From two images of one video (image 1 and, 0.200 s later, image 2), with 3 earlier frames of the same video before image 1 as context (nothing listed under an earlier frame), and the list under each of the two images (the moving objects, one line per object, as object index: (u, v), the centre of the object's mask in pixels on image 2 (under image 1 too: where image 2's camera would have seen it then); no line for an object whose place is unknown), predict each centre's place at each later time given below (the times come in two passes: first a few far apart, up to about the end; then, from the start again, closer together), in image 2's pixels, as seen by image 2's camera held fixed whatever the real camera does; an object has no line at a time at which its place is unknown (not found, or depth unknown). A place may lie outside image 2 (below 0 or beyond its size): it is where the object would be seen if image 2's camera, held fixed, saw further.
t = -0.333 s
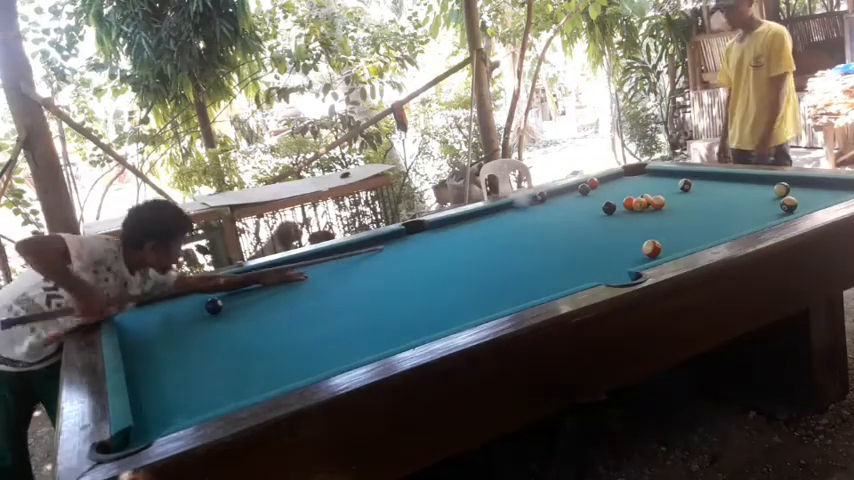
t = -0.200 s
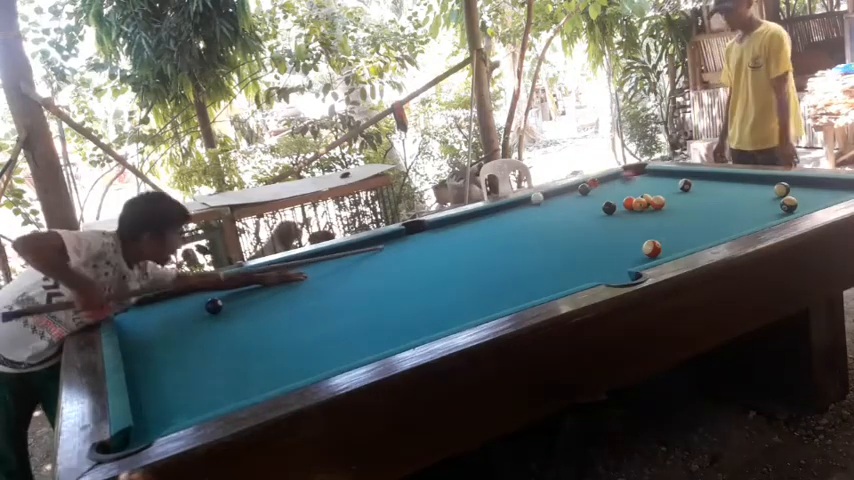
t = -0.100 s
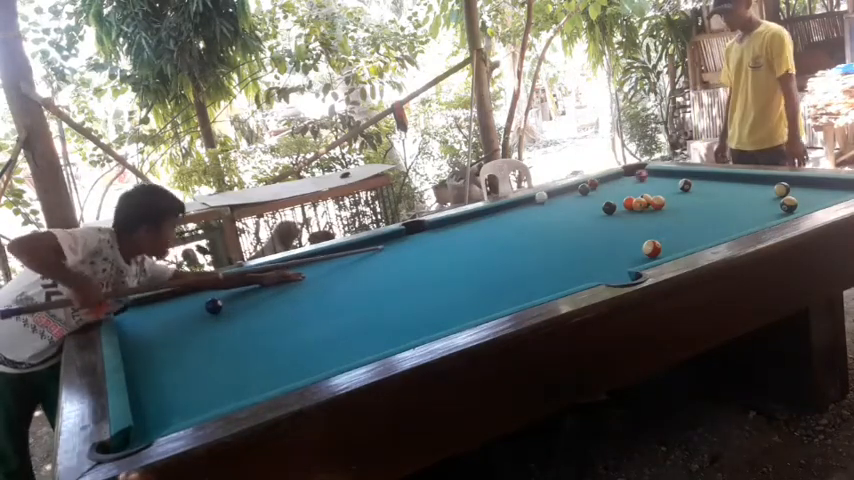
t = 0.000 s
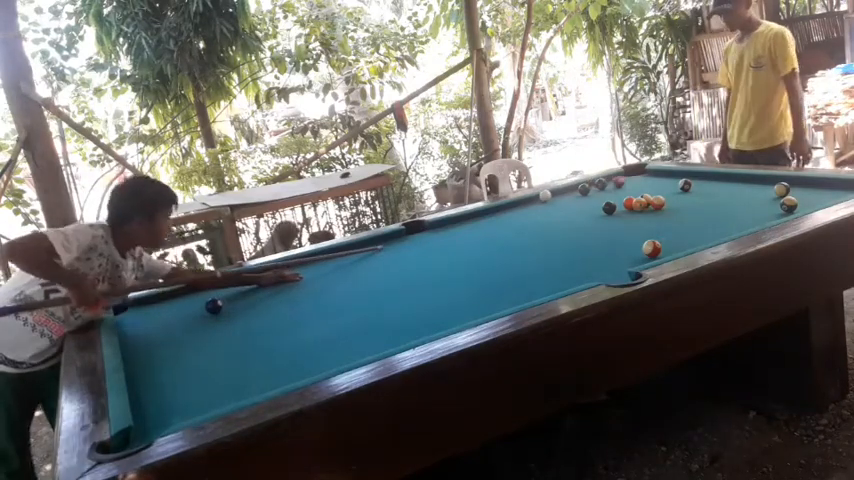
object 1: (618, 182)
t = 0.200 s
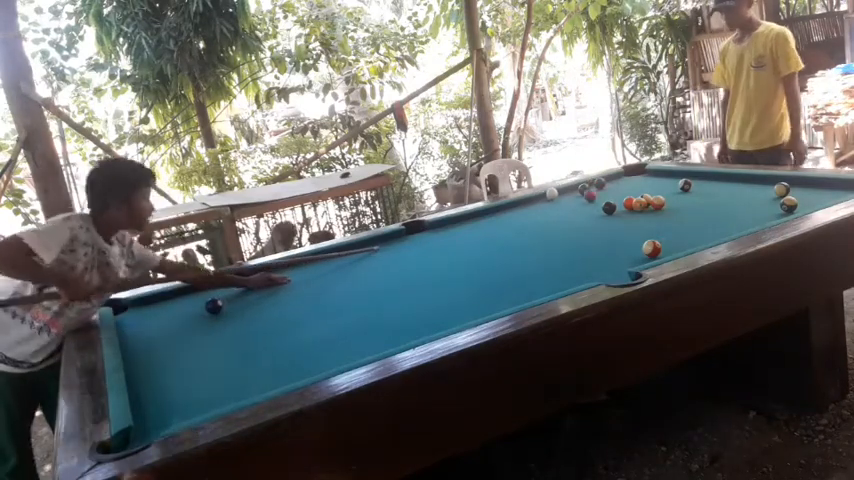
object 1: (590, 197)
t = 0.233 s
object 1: (586, 199)
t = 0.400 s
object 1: (561, 211)
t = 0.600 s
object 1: (527, 227)
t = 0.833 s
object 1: (484, 248)
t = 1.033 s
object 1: (441, 267)
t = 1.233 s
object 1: (393, 291)
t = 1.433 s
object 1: (339, 317)
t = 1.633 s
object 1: (274, 348)
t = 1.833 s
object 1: (199, 385)
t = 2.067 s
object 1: (163, 410)
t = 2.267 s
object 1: (201, 402)
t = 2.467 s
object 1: (238, 394)
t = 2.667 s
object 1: (273, 385)
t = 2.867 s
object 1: (299, 376)
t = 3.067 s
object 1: (313, 369)
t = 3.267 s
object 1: (324, 367)
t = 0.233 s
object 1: (586, 199)
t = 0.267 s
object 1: (582, 201)
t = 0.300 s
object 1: (577, 204)
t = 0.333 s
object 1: (572, 206)
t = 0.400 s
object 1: (561, 211)
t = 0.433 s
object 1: (556, 213)
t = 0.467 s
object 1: (550, 216)
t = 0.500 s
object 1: (545, 219)
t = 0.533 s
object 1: (539, 221)
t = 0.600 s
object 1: (527, 227)
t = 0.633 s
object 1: (521, 230)
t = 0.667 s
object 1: (515, 233)
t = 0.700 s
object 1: (509, 236)
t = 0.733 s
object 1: (503, 239)
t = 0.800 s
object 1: (490, 245)
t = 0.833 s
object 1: (484, 248)
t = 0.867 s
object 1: (477, 251)
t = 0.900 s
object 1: (470, 254)
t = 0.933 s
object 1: (463, 258)
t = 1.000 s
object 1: (449, 265)
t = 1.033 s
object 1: (441, 267)
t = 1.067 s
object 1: (434, 271)
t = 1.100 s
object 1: (426, 275)
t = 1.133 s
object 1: (418, 279)
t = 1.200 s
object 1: (402, 286)
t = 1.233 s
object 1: (393, 291)
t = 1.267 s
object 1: (385, 295)
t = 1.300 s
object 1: (376, 299)
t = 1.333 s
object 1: (367, 303)
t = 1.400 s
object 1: (348, 312)
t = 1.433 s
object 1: (339, 317)
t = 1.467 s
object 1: (328, 322)
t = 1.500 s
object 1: (318, 327)
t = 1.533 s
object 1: (307, 332)
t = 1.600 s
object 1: (285, 342)
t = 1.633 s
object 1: (274, 348)
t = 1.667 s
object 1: (262, 354)
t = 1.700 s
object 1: (250, 360)
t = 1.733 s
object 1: (237, 366)
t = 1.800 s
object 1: (212, 379)
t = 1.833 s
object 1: (199, 385)
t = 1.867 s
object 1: (186, 391)
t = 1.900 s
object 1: (171, 398)
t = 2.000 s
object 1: (150, 410)
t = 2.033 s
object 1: (156, 410)
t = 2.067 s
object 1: (163, 410)
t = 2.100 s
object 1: (169, 409)
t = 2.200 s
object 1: (189, 405)
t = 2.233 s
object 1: (195, 404)
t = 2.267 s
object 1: (201, 402)
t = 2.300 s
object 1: (208, 401)
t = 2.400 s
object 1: (226, 397)
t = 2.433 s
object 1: (232, 395)
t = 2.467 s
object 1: (238, 394)
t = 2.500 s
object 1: (244, 392)
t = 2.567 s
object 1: (256, 389)
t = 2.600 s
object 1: (261, 388)
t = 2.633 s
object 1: (267, 386)
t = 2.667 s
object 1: (273, 385)
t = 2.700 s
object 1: (279, 383)
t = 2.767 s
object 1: (290, 380)
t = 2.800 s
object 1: (293, 379)
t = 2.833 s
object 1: (296, 377)
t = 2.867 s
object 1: (299, 376)
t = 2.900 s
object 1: (303, 375)
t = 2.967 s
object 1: (307, 370)
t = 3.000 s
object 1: (310, 372)
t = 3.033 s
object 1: (311, 371)
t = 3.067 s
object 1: (313, 369)
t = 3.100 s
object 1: (316, 368)
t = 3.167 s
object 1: (319, 370)
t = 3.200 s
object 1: (322, 366)
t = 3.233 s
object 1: (324, 365)
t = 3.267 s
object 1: (324, 367)
